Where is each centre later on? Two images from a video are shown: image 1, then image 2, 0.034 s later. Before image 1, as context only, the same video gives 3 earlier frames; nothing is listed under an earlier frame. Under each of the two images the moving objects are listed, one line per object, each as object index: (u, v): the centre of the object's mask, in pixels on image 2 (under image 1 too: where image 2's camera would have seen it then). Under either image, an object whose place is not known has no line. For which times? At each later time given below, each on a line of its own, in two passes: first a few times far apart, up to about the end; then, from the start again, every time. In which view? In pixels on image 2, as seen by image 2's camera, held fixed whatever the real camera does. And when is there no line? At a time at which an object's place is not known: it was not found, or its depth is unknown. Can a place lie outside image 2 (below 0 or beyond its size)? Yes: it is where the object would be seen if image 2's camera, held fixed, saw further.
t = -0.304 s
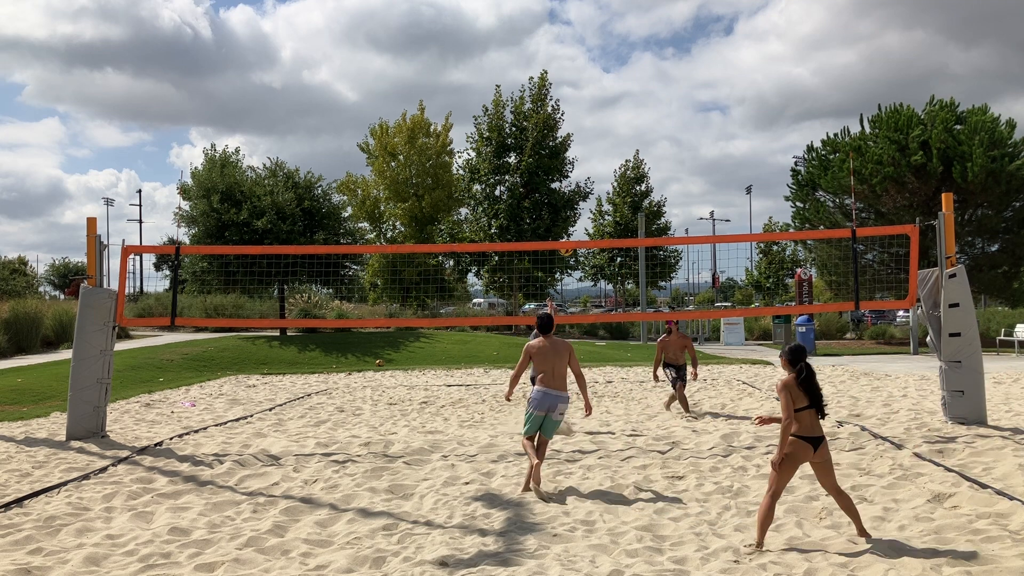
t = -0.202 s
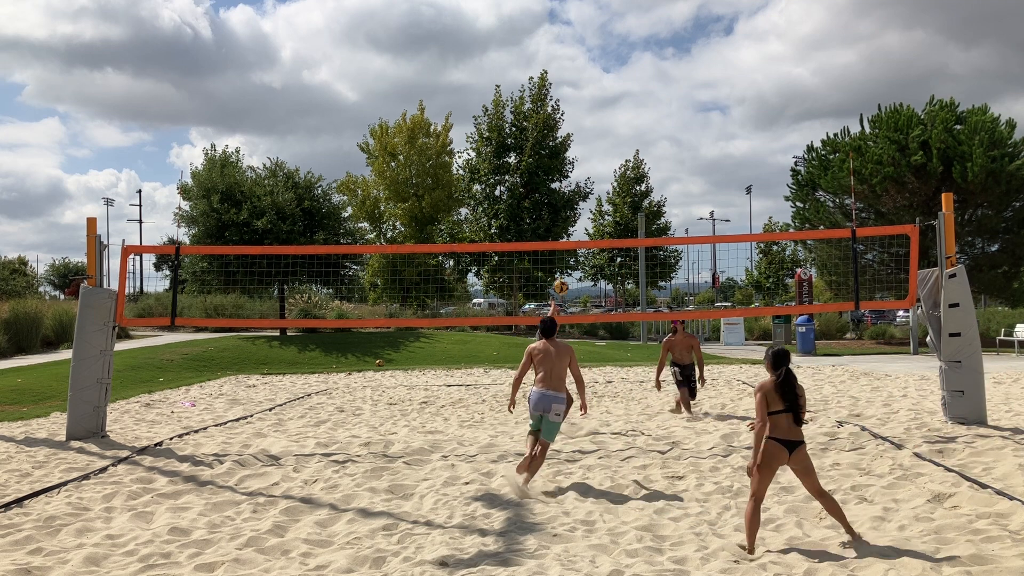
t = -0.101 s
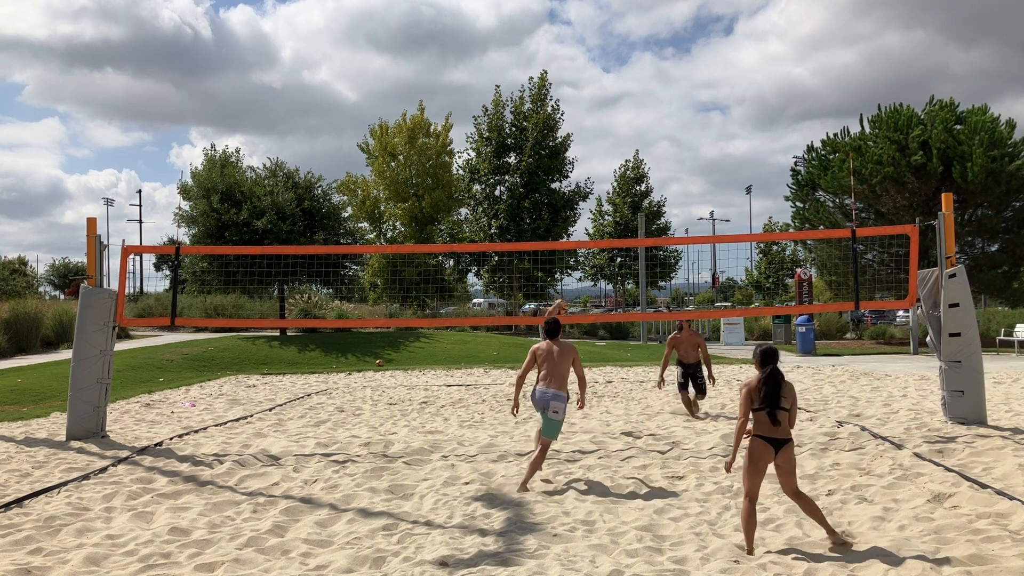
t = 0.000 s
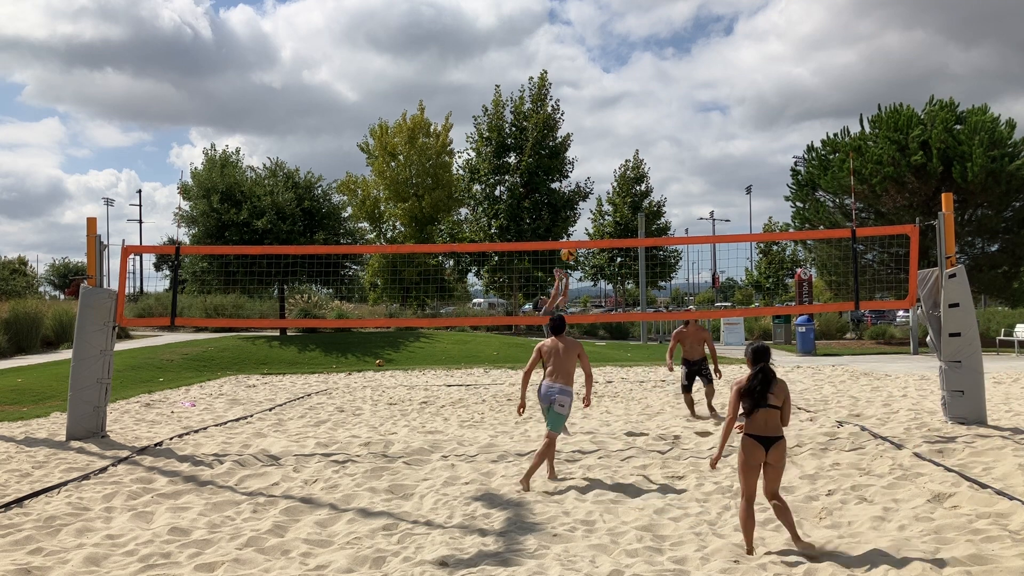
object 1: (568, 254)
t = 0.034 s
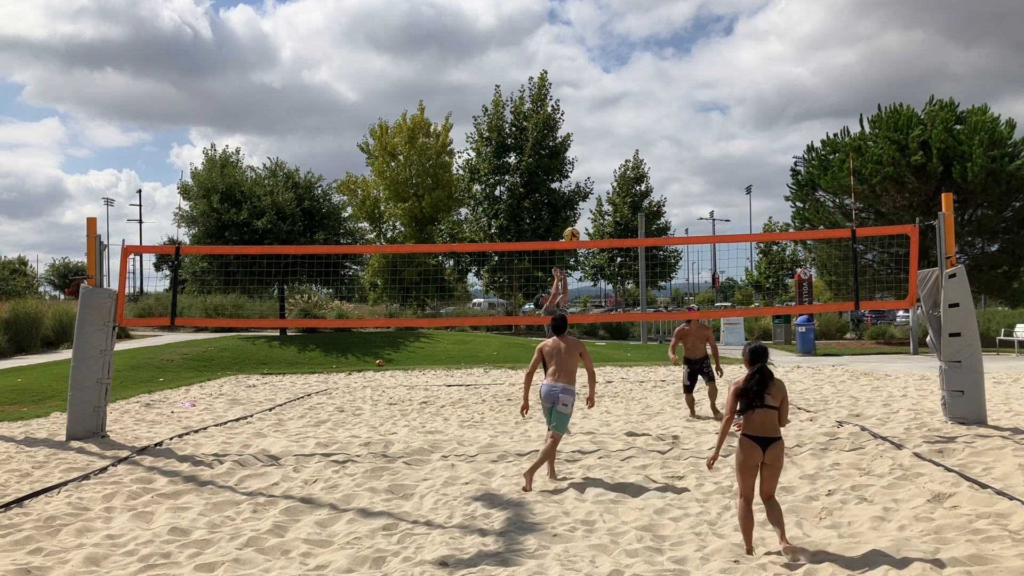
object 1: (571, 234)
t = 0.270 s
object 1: (593, 130)
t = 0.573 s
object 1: (620, 54)
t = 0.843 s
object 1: (645, 45)
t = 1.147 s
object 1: (674, 100)
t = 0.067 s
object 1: (574, 217)
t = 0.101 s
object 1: (578, 201)
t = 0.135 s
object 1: (581, 185)
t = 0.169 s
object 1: (584, 170)
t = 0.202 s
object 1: (587, 155)
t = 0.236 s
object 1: (590, 142)
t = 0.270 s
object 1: (593, 130)
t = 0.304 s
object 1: (596, 118)
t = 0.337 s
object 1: (599, 107)
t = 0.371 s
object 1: (602, 97)
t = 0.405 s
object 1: (605, 87)
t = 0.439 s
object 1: (608, 79)
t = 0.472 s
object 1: (611, 71)
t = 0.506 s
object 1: (614, 65)
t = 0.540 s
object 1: (617, 59)
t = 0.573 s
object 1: (620, 54)
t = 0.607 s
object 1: (623, 50)
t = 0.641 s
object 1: (626, 47)
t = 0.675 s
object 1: (629, 44)
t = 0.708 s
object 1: (633, 43)
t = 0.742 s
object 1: (636, 42)
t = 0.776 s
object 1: (639, 42)
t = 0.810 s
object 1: (642, 43)
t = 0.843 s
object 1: (645, 45)
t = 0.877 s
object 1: (648, 47)
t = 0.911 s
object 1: (652, 51)
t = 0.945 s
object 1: (655, 55)
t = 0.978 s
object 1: (658, 61)
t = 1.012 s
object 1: (661, 67)
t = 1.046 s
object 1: (665, 74)
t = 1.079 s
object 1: (668, 82)
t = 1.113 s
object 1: (671, 90)
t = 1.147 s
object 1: (674, 100)
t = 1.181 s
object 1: (678, 110)
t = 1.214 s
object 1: (681, 122)
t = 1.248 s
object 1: (684, 133)
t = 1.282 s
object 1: (687, 146)
